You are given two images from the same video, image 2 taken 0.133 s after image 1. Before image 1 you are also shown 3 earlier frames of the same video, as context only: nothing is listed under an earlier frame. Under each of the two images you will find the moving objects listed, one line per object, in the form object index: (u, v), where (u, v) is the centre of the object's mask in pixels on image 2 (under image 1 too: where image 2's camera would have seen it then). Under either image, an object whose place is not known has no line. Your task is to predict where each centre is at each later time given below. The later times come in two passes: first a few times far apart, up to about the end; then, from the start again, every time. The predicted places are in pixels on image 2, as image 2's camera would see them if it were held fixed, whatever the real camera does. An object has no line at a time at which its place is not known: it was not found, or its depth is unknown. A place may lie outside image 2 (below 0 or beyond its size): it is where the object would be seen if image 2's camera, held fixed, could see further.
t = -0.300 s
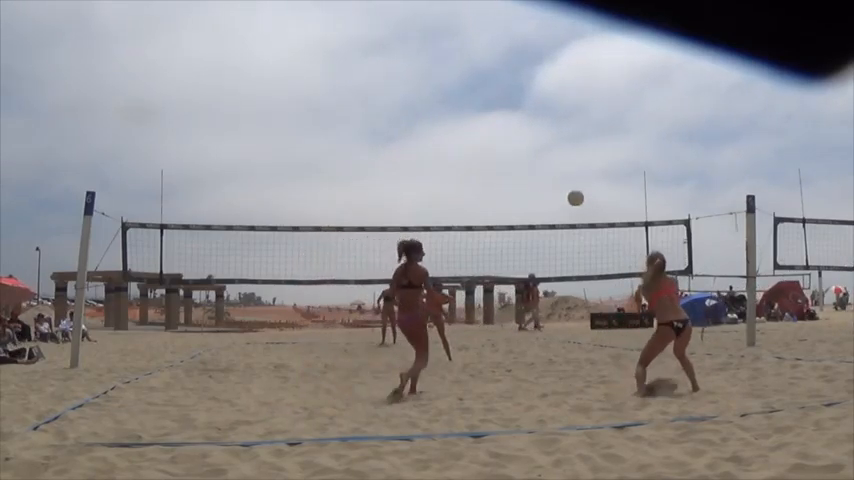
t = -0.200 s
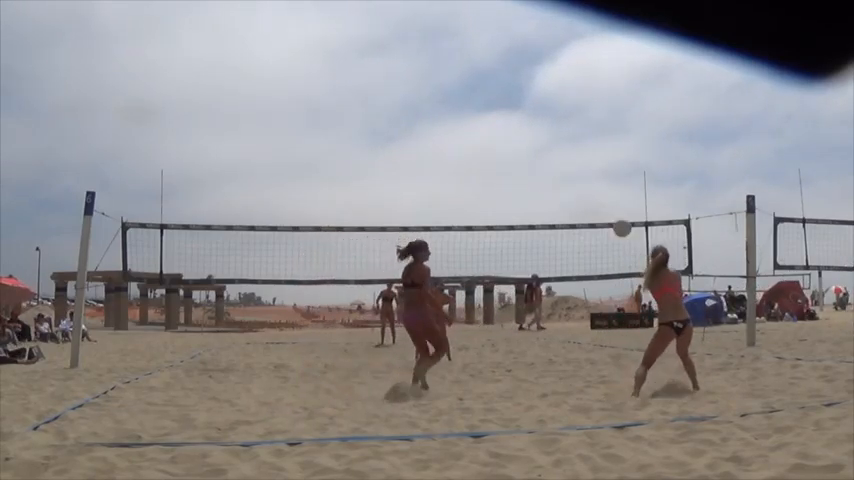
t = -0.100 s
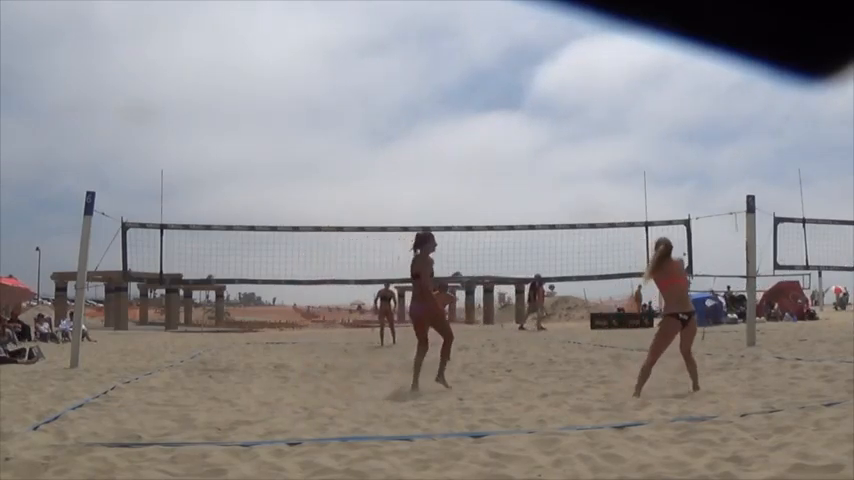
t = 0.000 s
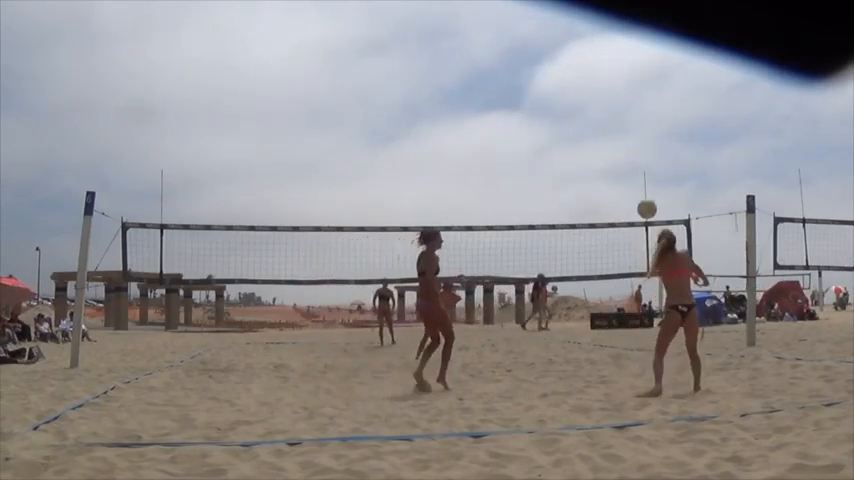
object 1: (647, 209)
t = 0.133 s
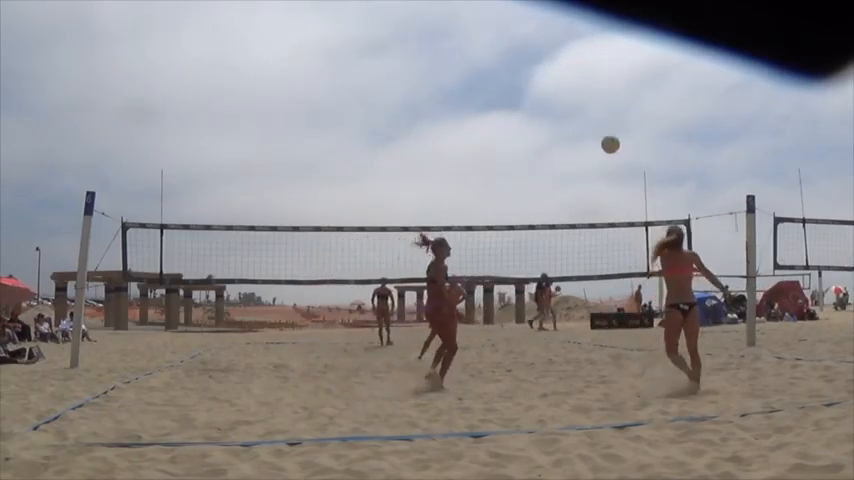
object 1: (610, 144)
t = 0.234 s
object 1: (583, 110)
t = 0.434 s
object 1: (534, 72)
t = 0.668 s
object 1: (484, 68)
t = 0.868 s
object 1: (445, 93)
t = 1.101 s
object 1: (403, 152)
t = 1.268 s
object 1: (376, 211)
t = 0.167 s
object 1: (601, 131)
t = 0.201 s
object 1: (592, 120)
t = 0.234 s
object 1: (583, 110)
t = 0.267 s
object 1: (575, 101)
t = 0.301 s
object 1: (566, 93)
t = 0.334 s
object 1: (558, 86)
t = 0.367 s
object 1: (550, 81)
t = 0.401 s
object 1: (542, 76)
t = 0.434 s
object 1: (534, 72)
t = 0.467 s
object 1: (527, 69)
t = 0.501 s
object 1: (519, 67)
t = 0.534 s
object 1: (512, 66)
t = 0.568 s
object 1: (505, 65)
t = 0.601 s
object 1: (498, 66)
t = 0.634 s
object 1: (491, 66)
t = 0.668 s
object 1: (484, 68)
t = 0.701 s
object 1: (477, 71)
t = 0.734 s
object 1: (470, 74)
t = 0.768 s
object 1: (464, 78)
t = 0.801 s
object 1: (457, 83)
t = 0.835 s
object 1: (451, 88)
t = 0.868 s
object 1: (445, 93)
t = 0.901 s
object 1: (439, 100)
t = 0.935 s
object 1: (433, 107)
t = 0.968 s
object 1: (426, 115)
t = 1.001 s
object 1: (420, 123)
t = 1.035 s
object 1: (415, 133)
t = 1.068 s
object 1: (409, 142)
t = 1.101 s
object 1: (403, 152)
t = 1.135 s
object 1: (397, 163)
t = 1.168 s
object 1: (392, 174)
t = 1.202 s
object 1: (386, 186)
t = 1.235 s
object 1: (381, 198)
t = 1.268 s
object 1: (376, 211)
